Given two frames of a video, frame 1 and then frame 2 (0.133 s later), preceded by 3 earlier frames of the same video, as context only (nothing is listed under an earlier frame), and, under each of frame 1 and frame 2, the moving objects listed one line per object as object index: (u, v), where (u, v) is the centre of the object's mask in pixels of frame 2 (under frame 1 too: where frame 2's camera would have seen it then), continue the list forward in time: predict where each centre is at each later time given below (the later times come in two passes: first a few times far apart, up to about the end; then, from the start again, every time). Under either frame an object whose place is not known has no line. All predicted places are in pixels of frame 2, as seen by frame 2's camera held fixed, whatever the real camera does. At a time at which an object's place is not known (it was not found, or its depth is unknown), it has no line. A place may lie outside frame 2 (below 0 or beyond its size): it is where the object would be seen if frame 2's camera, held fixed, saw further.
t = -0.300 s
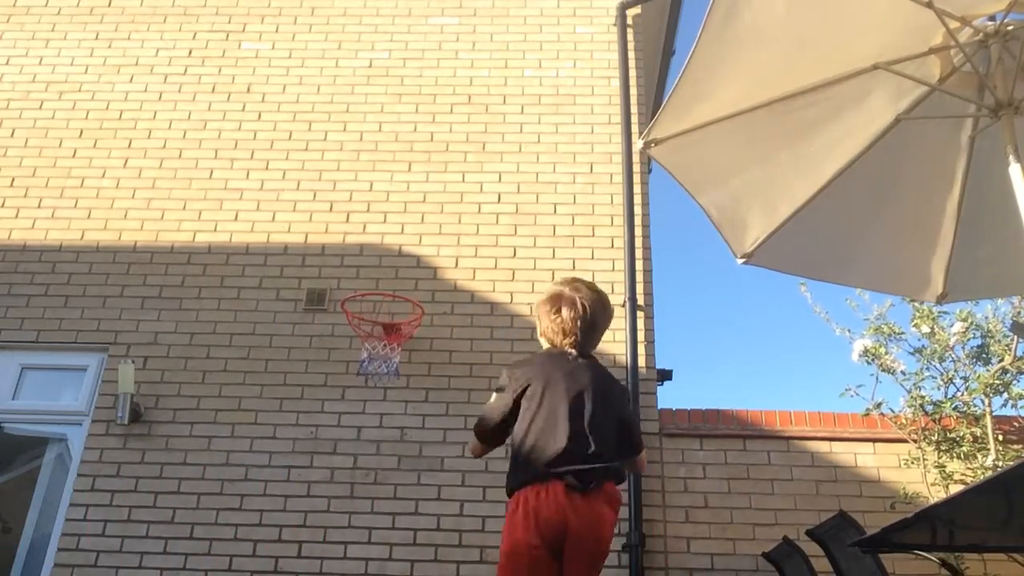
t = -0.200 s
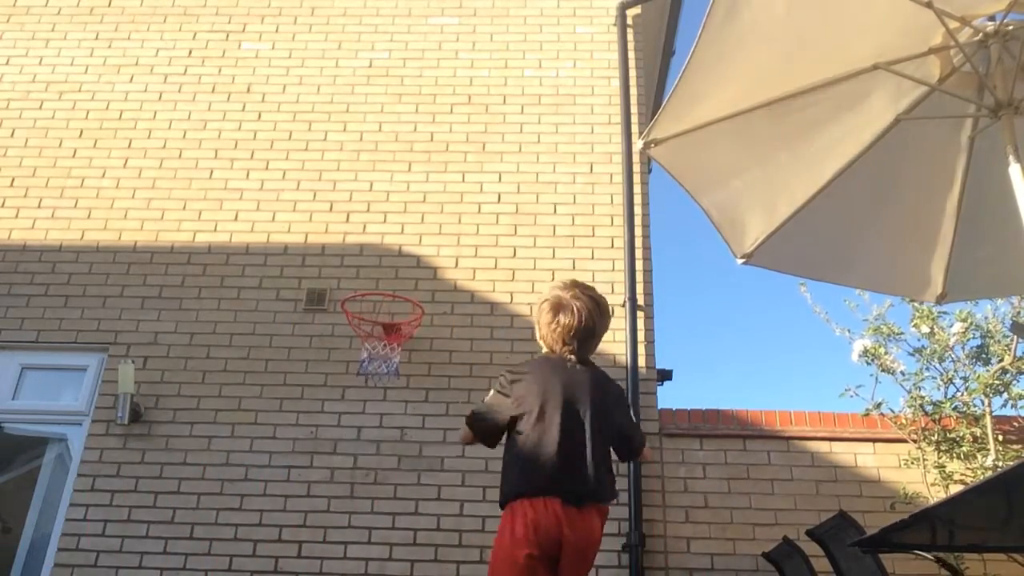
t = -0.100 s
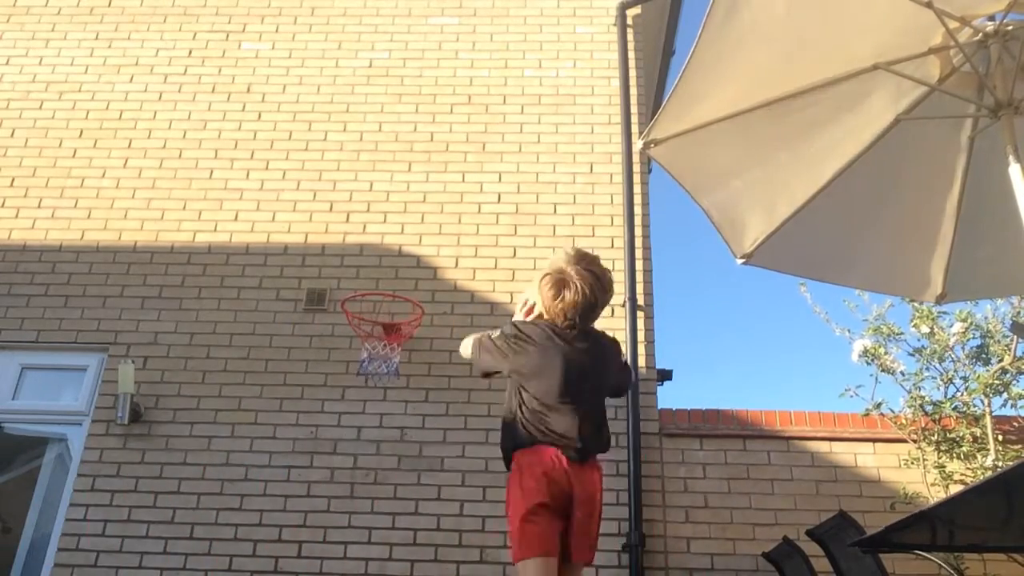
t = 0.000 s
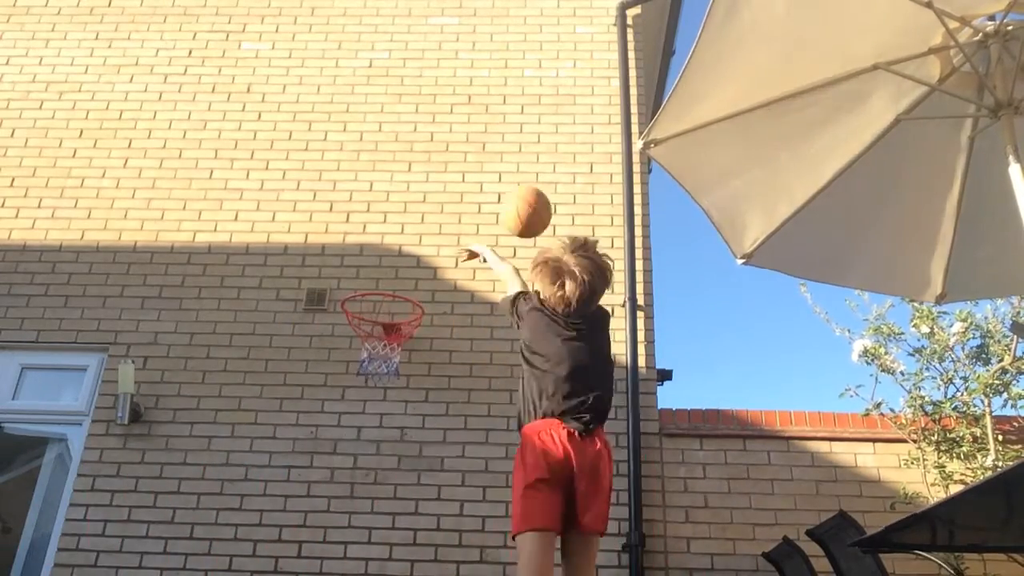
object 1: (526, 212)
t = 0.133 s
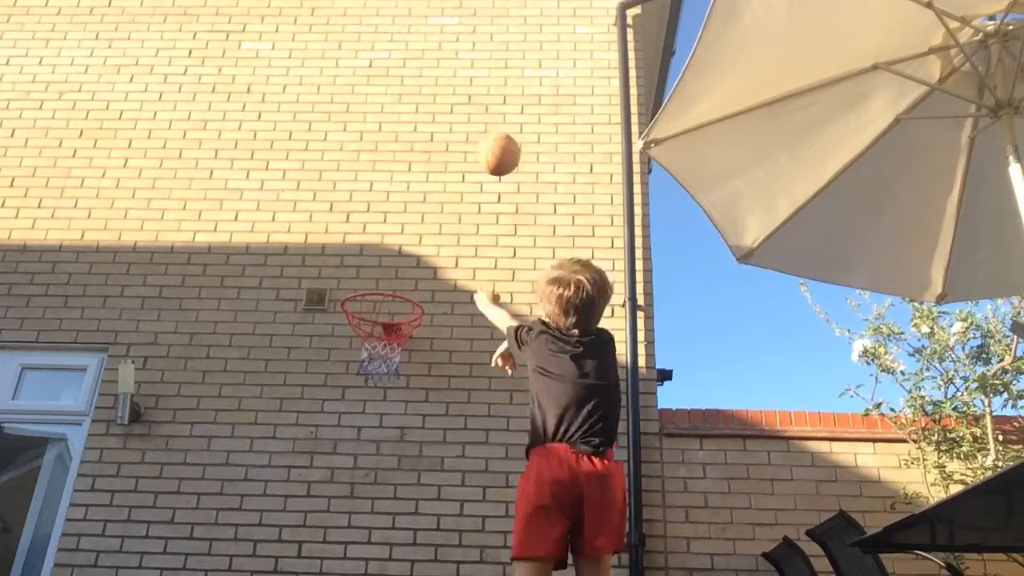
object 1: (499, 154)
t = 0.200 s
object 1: (487, 144)
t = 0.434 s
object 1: (451, 169)
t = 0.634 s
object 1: (424, 247)
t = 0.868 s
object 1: (379, 316)
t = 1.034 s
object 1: (373, 314)
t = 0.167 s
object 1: (493, 148)
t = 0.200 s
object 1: (487, 144)
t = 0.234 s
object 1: (481, 142)
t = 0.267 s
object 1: (477, 143)
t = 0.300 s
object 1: (472, 146)
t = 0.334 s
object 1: (468, 149)
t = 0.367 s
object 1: (461, 154)
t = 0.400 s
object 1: (455, 161)
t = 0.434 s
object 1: (451, 169)
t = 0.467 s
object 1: (448, 179)
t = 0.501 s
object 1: (443, 190)
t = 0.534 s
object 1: (438, 202)
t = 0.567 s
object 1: (434, 216)
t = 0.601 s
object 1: (429, 231)
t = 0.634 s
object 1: (424, 247)
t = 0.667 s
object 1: (418, 263)
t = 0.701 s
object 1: (414, 281)
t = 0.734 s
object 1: (409, 283)
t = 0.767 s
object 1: (400, 288)
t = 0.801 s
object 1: (395, 295)
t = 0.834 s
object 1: (386, 307)
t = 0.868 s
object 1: (379, 316)
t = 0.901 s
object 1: (372, 326)
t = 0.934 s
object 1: (370, 321)
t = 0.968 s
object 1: (369, 318)
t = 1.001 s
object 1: (373, 315)
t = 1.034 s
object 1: (373, 314)
